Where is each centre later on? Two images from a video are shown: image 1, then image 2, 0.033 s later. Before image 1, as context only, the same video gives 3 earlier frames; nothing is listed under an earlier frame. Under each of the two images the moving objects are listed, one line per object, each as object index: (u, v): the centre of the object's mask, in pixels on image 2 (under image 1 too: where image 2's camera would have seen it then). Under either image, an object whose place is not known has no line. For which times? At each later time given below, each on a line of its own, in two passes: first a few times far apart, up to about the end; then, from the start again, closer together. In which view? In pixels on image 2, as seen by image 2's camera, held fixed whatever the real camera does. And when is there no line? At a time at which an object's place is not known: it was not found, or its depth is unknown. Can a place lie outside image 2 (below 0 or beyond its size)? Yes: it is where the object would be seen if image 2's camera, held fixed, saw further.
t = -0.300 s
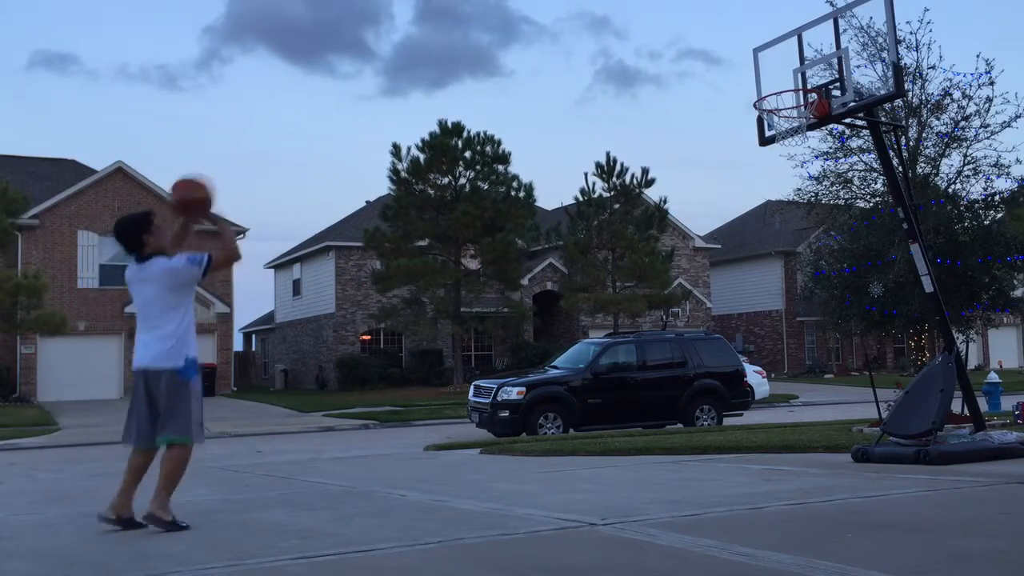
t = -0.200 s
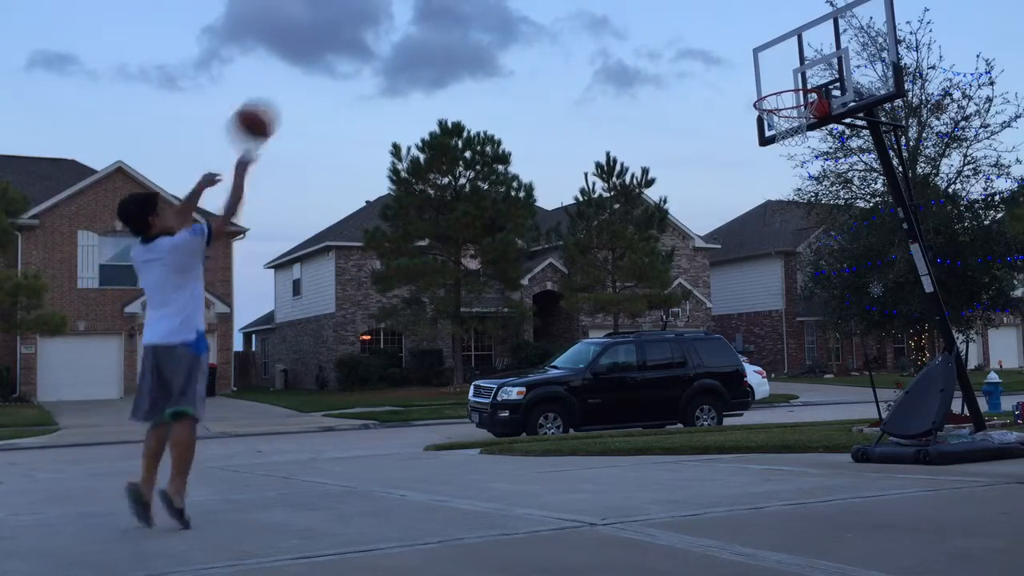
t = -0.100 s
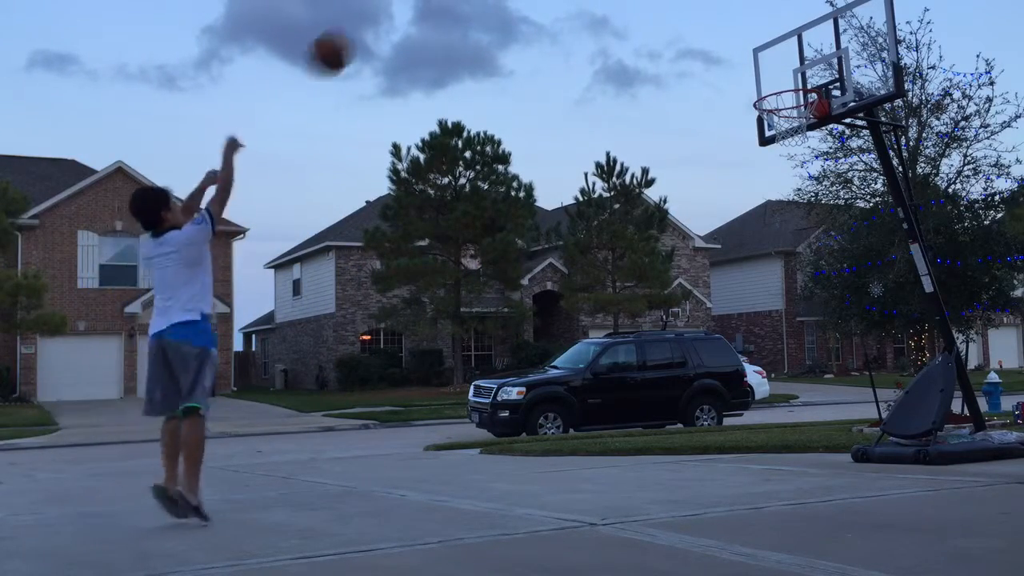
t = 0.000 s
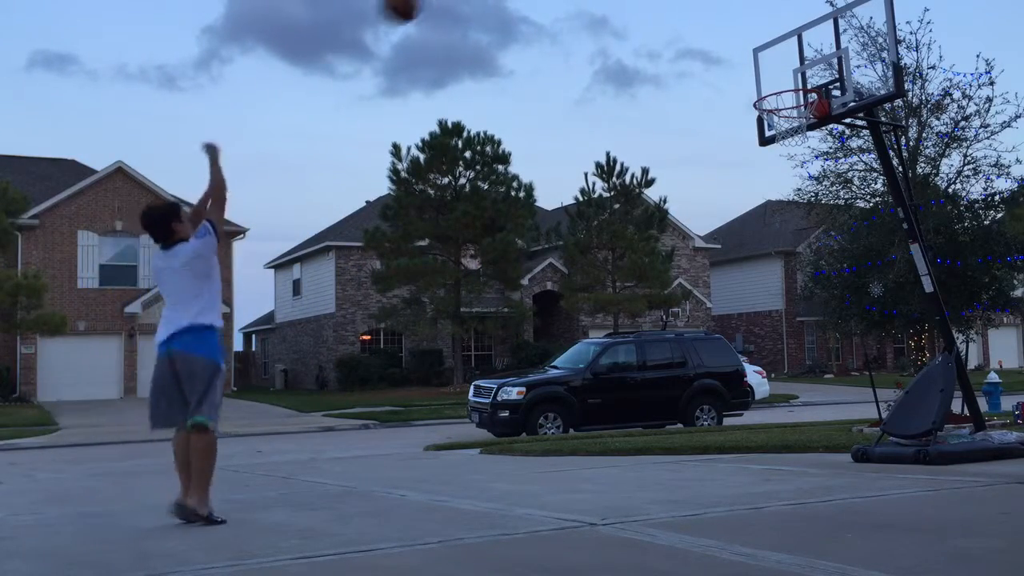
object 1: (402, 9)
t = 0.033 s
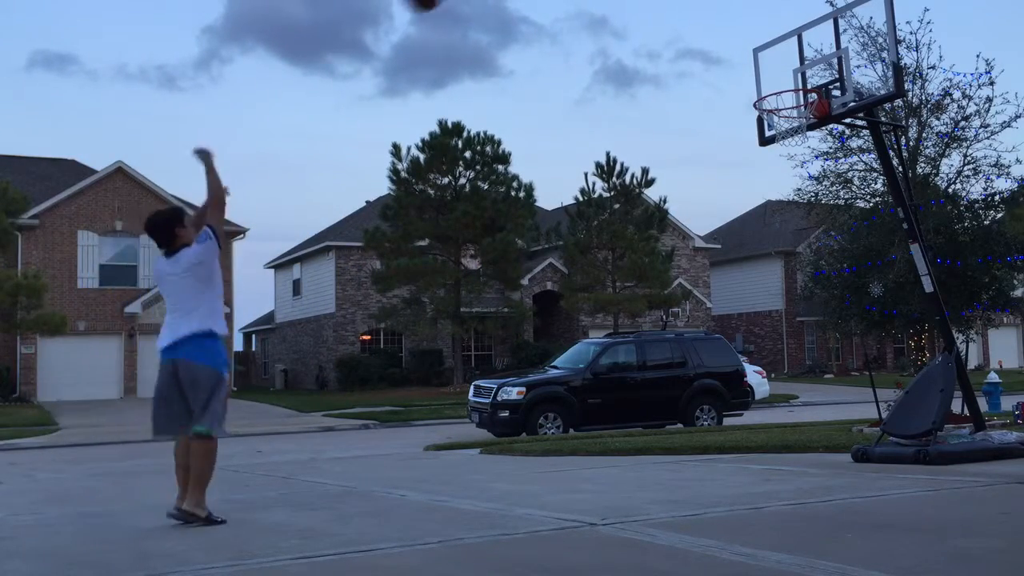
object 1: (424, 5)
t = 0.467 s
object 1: (681, 3)
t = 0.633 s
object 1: (764, 51)
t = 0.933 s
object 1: (779, 150)
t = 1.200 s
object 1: (752, 271)
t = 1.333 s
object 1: (737, 378)
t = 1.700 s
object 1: (688, 295)
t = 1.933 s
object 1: (657, 235)
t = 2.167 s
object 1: (624, 248)
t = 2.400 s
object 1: (594, 355)
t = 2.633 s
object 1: (557, 426)
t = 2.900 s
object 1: (507, 319)
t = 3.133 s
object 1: (465, 314)
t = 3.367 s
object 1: (422, 406)
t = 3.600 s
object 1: (376, 428)
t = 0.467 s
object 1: (681, 3)
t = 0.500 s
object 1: (696, 7)
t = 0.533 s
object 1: (714, 12)
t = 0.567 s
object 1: (731, 22)
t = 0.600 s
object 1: (746, 35)
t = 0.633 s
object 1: (764, 51)
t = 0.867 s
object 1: (787, 135)
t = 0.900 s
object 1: (783, 141)
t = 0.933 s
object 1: (779, 150)
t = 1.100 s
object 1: (761, 215)
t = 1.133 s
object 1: (756, 232)
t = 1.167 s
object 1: (754, 249)
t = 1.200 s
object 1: (752, 271)
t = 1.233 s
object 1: (749, 294)
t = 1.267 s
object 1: (742, 317)
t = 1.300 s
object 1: (741, 344)
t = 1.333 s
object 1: (737, 378)
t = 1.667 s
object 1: (693, 310)
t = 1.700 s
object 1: (688, 295)
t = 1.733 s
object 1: (684, 283)
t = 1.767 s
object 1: (680, 271)
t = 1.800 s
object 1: (675, 258)
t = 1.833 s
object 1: (669, 250)
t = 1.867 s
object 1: (664, 244)
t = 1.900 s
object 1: (660, 239)
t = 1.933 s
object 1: (657, 235)
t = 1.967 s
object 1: (651, 230)
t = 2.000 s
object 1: (647, 229)
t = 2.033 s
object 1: (644, 229)
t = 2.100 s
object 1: (633, 234)
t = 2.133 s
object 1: (628, 239)
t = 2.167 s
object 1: (624, 248)
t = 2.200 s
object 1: (620, 256)
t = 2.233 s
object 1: (615, 270)
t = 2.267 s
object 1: (611, 284)
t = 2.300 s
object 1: (606, 295)
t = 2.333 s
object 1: (602, 312)
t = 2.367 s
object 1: (597, 330)
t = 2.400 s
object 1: (594, 355)
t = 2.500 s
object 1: (581, 427)
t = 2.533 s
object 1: (576, 457)
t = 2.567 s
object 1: (571, 473)
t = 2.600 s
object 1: (565, 450)
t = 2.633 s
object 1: (557, 426)
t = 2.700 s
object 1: (546, 393)
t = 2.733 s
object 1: (538, 373)
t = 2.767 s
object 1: (531, 357)
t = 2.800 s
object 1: (526, 347)
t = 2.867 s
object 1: (513, 326)
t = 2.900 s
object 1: (507, 319)
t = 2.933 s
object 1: (502, 315)
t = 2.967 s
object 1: (499, 313)
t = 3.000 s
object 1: (489, 306)
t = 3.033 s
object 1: (483, 305)
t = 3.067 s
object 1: (476, 306)
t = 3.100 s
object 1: (470, 311)
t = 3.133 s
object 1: (465, 314)
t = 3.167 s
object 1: (459, 322)
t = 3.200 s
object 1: (453, 329)
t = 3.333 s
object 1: (428, 386)
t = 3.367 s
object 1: (422, 406)
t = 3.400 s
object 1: (416, 429)
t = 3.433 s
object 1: (410, 454)
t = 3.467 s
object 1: (403, 481)
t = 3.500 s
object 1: (397, 483)
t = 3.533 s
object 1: (390, 464)
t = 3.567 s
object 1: (382, 445)
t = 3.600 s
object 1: (376, 428)
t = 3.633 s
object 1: (368, 412)
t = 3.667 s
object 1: (361, 399)
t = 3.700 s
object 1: (354, 388)
